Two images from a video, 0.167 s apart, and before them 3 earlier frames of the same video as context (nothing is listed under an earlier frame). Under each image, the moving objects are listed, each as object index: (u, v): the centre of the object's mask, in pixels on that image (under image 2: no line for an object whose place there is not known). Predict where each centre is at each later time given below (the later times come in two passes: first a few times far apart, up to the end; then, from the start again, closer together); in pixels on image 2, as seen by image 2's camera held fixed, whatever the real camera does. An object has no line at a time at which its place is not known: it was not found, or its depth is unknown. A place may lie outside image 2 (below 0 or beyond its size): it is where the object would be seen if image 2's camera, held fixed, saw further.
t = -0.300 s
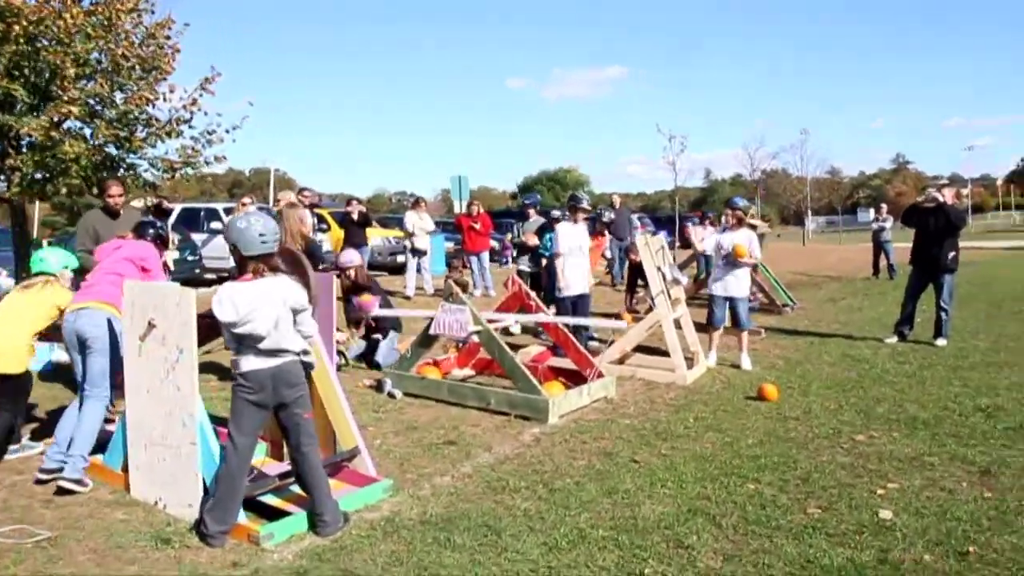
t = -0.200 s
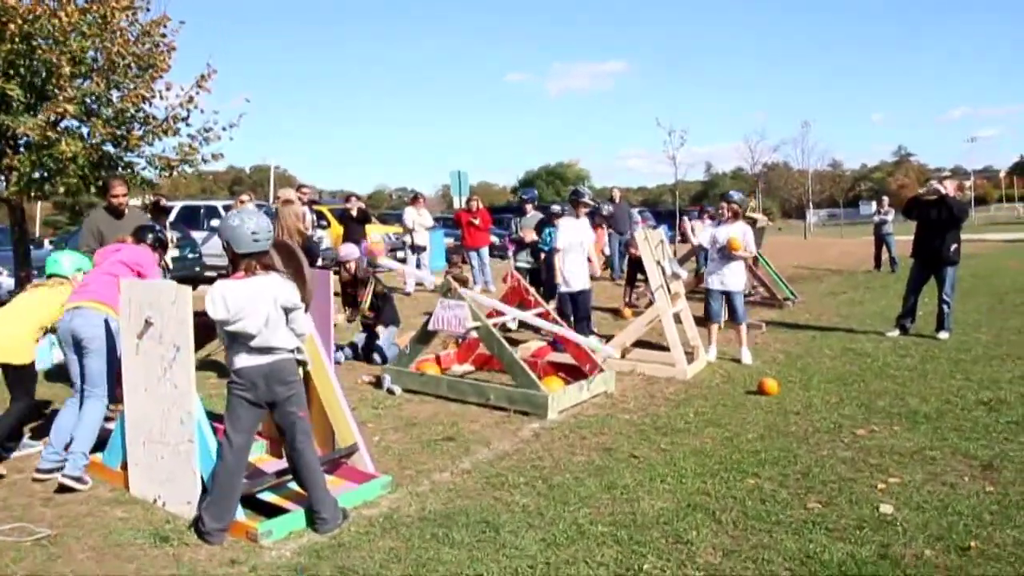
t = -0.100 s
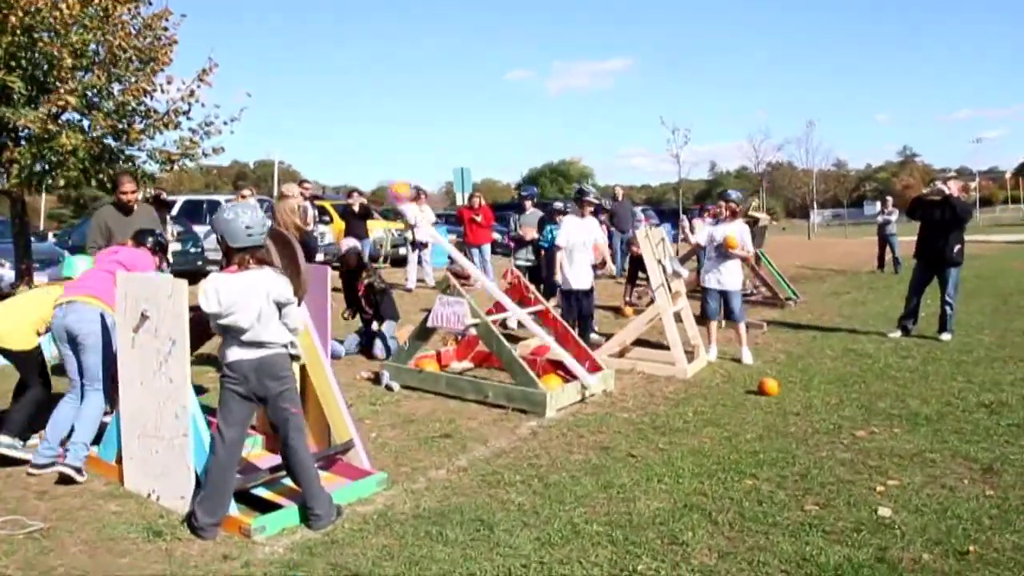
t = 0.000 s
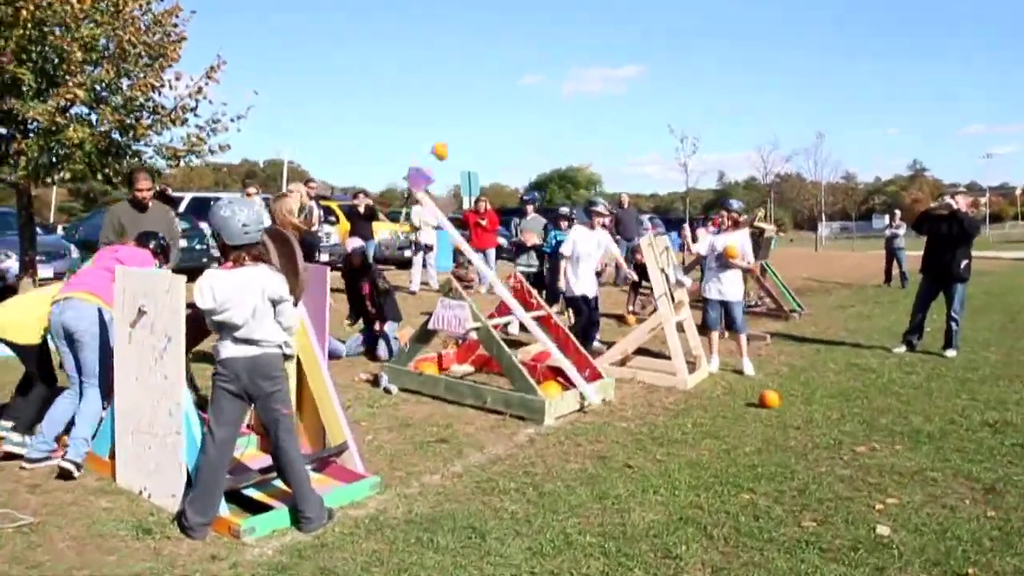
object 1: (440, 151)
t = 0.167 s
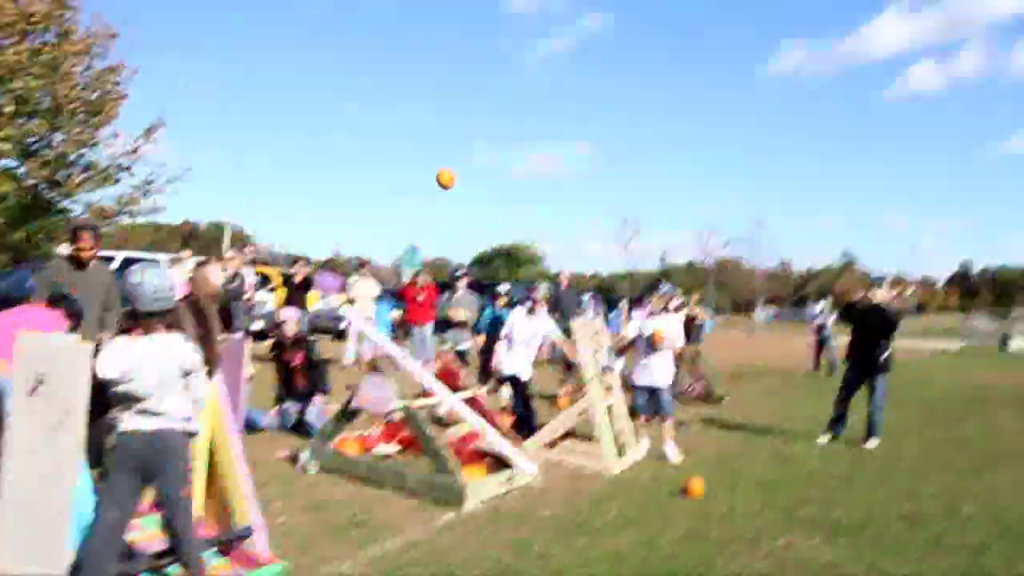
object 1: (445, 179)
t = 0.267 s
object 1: (486, 172)
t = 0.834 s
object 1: (756, 394)
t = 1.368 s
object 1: (969, 474)
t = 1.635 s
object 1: (1068, 545)
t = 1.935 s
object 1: (1195, 576)
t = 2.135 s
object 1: (1270, 576)
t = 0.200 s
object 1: (458, 176)
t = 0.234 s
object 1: (472, 174)
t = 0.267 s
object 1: (486, 172)
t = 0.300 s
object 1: (500, 172)
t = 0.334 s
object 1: (514, 173)
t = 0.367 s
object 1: (529, 176)
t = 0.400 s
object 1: (544, 181)
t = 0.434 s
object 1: (559, 187)
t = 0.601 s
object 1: (634, 240)
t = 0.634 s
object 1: (651, 255)
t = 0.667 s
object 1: (669, 273)
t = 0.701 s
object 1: (685, 292)
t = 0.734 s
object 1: (702, 315)
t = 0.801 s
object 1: (738, 366)
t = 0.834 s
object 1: (756, 394)
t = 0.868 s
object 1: (776, 424)
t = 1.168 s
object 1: (900, 467)
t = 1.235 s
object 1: (923, 462)
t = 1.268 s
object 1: (934, 462)
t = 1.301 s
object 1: (945, 464)
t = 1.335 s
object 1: (957, 468)
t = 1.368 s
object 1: (969, 474)
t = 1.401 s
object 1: (979, 481)
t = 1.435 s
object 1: (992, 490)
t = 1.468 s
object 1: (1005, 503)
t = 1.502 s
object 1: (1017, 517)
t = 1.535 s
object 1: (1029, 533)
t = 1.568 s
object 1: (1043, 551)
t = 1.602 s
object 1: (1056, 552)
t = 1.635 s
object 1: (1068, 545)
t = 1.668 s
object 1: (1081, 540)
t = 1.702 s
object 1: (1097, 540)
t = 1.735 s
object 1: (1109, 540)
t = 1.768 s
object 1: (1123, 542)
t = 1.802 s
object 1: (1136, 546)
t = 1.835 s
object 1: (1152, 552)
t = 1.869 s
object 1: (1166, 560)
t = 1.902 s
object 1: (1181, 571)
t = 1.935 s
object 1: (1195, 576)
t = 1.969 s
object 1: (1206, 571)
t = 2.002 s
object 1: (1219, 569)
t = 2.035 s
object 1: (1230, 567)
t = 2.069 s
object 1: (1243, 568)
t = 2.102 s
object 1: (1256, 570)
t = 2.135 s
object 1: (1270, 576)
